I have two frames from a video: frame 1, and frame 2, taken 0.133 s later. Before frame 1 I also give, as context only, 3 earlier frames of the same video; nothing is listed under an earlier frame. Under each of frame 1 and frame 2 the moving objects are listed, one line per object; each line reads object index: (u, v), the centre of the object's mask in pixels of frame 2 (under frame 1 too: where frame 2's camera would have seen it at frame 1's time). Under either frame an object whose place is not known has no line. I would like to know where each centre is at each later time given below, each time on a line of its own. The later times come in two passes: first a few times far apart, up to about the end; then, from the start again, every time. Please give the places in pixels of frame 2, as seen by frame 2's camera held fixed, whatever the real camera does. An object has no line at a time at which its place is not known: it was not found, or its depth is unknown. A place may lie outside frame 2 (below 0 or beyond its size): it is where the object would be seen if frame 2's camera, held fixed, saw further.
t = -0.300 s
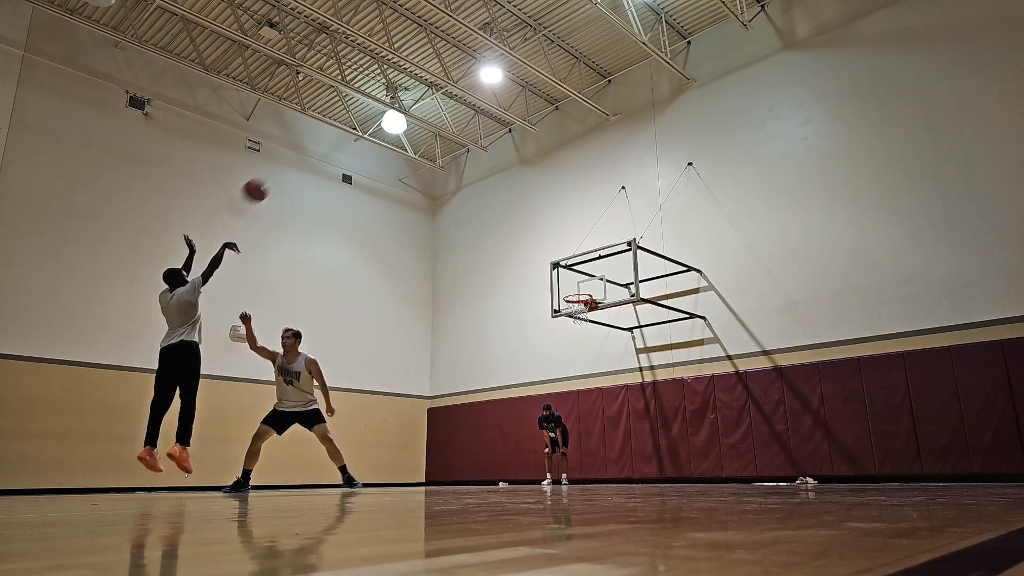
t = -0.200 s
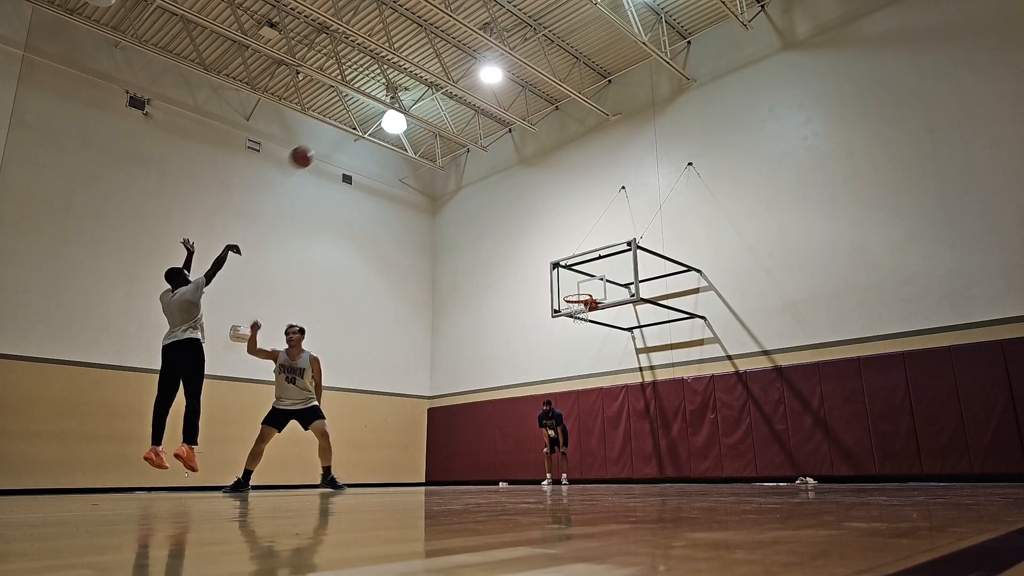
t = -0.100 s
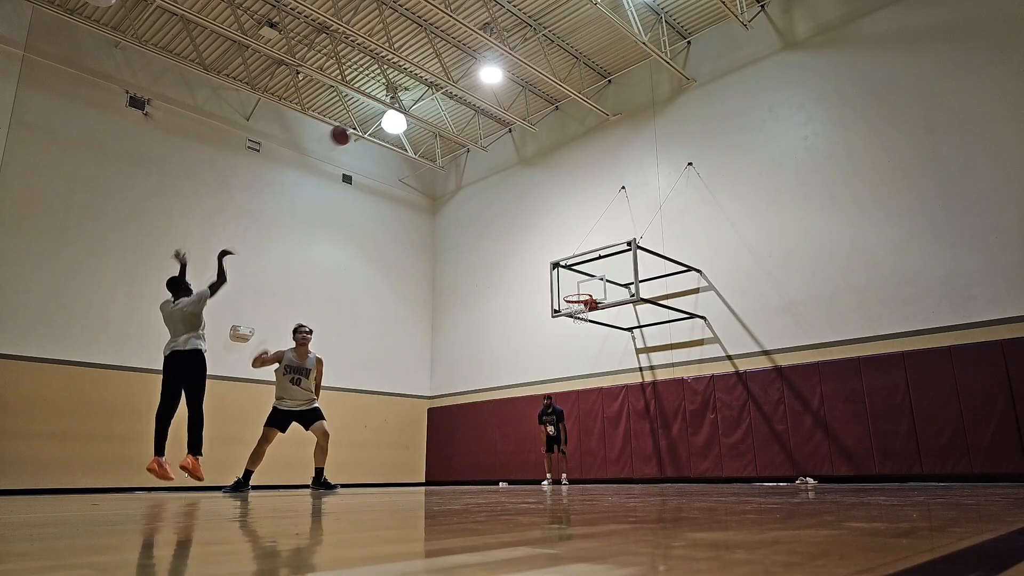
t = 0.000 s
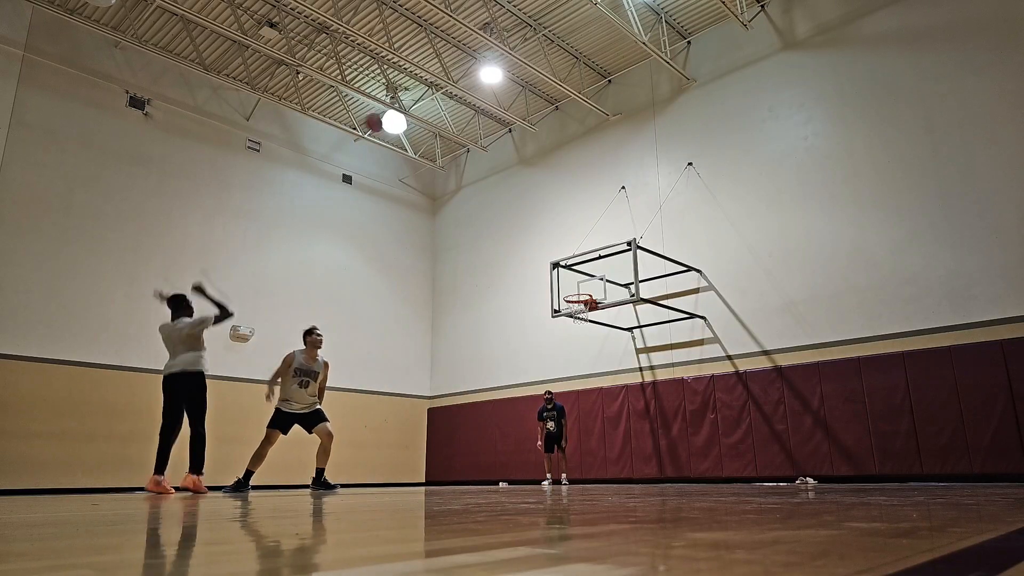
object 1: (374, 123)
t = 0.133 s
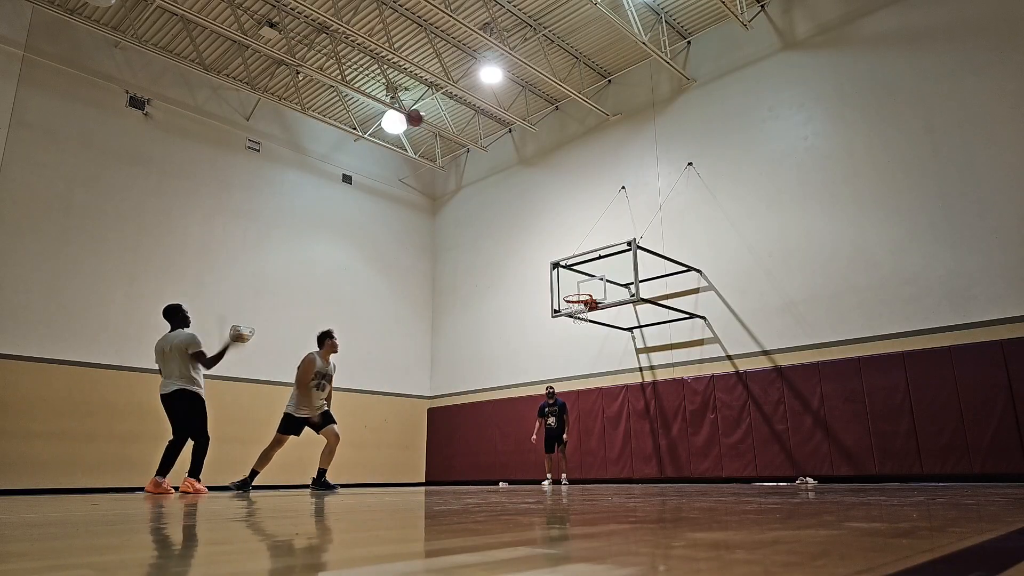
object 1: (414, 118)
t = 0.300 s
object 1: (457, 127)
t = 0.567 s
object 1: (513, 173)
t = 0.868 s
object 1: (566, 263)
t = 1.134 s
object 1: (574, 348)
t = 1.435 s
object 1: (558, 478)
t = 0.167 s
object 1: (423, 118)
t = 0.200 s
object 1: (432, 119)
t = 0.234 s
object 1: (441, 121)
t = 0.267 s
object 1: (449, 124)
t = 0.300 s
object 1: (457, 127)
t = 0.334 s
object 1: (465, 131)
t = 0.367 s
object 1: (472, 136)
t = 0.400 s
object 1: (479, 140)
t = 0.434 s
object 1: (487, 146)
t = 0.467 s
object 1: (493, 152)
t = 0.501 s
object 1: (500, 159)
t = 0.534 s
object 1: (507, 165)
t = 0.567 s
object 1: (513, 173)
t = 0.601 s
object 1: (519, 181)
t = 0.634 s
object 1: (526, 190)
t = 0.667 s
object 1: (532, 198)
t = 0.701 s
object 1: (538, 208)
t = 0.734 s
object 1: (544, 218)
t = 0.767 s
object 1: (549, 228)
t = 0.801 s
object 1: (555, 238)
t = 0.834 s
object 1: (561, 250)
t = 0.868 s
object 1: (566, 263)
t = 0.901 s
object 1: (571, 273)
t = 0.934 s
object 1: (577, 286)
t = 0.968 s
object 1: (580, 298)
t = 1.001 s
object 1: (581, 307)
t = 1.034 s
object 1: (580, 319)
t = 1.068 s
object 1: (578, 327)
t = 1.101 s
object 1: (576, 337)
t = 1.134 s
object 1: (574, 348)
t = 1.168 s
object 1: (572, 359)
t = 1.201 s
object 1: (570, 371)
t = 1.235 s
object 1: (569, 385)
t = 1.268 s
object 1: (567, 399)
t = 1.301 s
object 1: (566, 413)
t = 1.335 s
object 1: (563, 429)
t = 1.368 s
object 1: (561, 445)
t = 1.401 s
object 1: (559, 461)
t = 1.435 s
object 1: (558, 478)
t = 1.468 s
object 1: (553, 466)
